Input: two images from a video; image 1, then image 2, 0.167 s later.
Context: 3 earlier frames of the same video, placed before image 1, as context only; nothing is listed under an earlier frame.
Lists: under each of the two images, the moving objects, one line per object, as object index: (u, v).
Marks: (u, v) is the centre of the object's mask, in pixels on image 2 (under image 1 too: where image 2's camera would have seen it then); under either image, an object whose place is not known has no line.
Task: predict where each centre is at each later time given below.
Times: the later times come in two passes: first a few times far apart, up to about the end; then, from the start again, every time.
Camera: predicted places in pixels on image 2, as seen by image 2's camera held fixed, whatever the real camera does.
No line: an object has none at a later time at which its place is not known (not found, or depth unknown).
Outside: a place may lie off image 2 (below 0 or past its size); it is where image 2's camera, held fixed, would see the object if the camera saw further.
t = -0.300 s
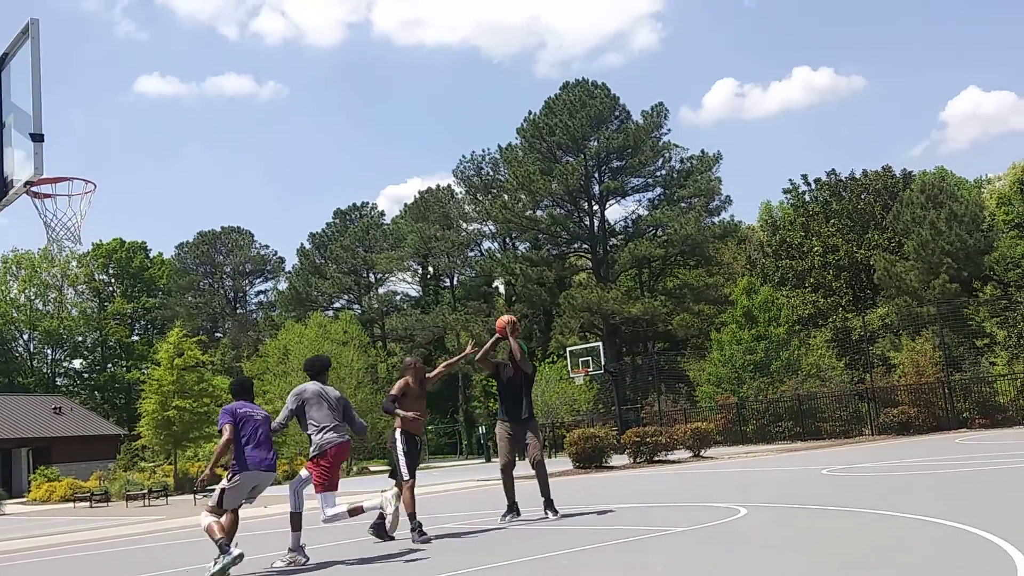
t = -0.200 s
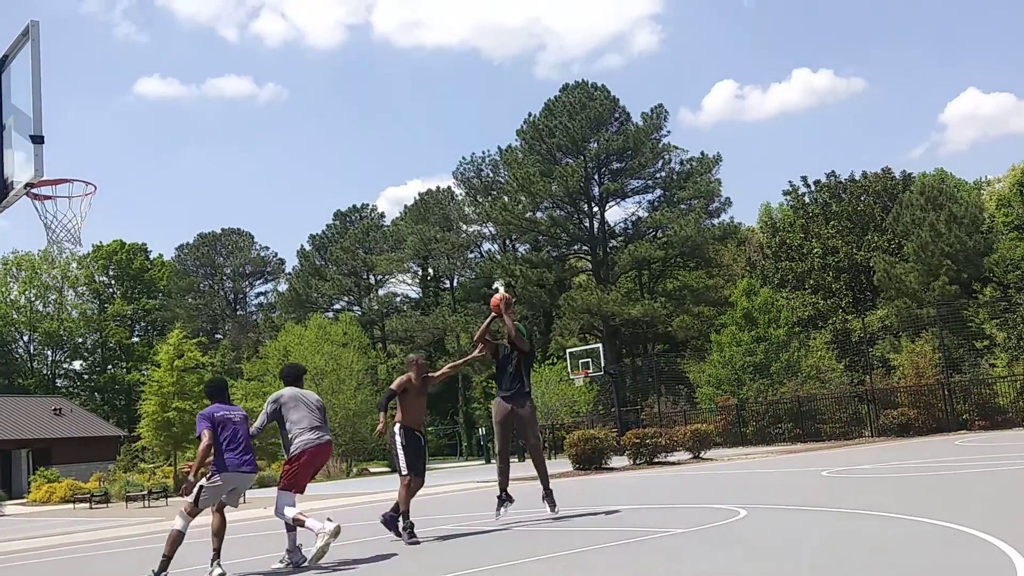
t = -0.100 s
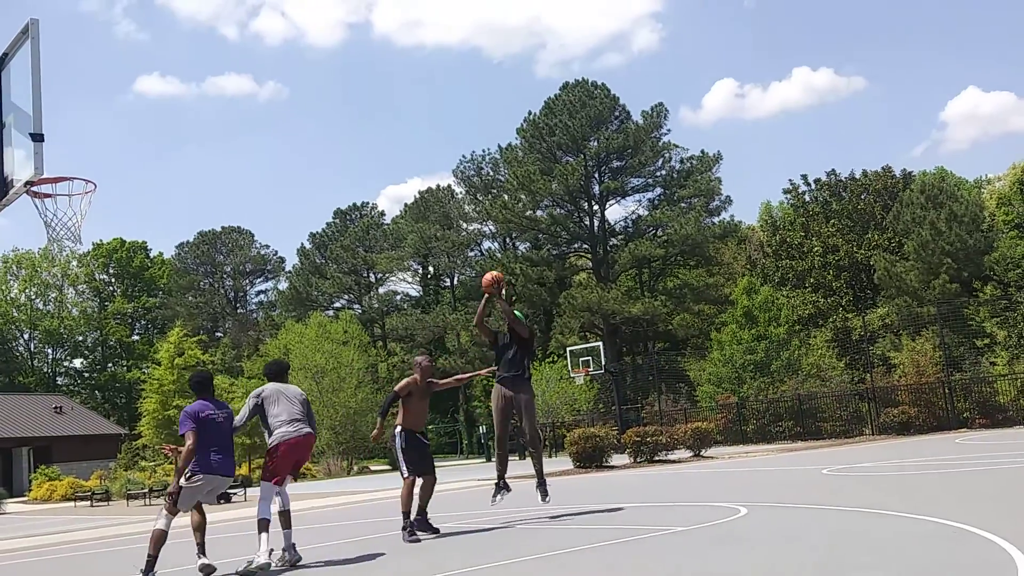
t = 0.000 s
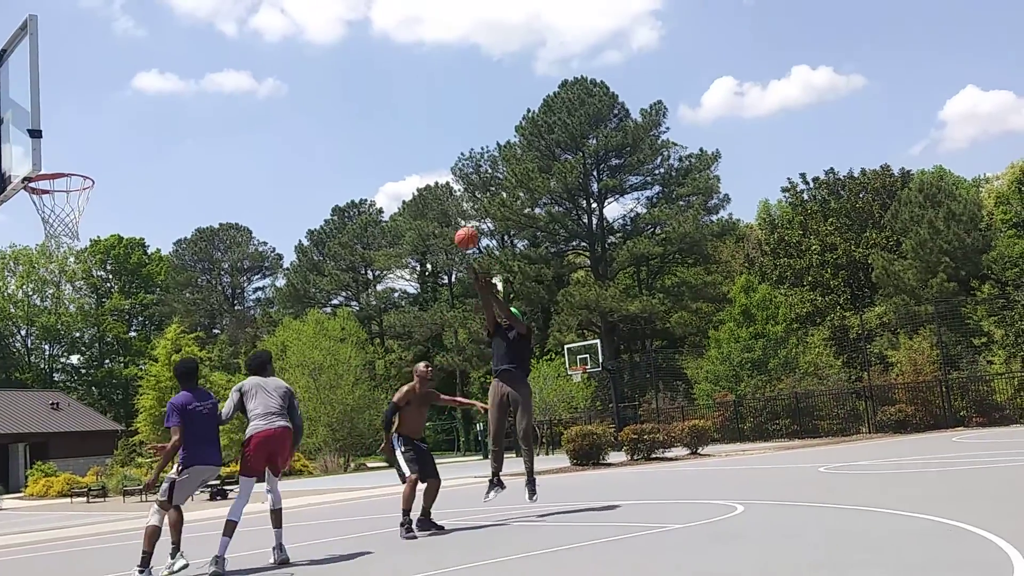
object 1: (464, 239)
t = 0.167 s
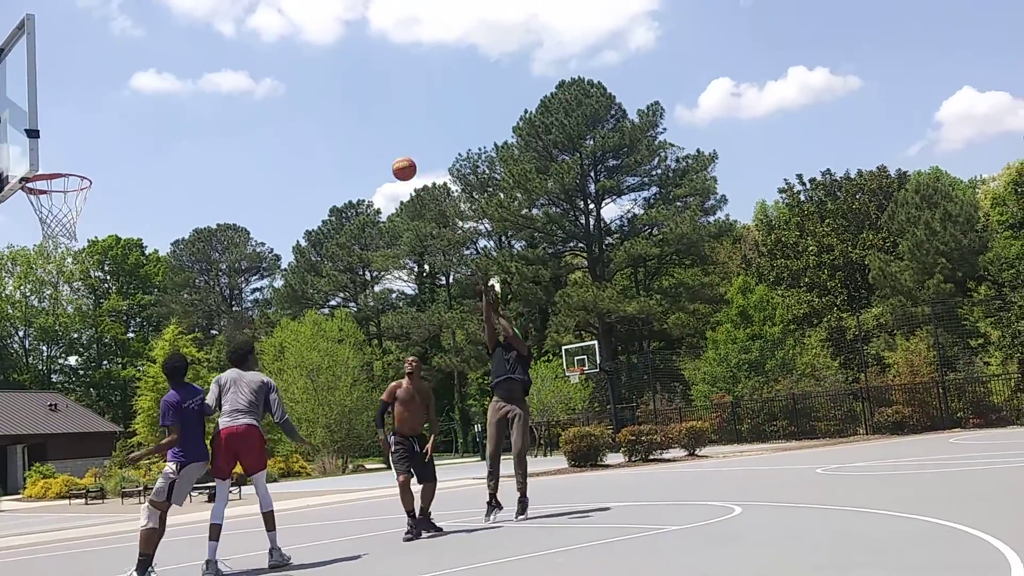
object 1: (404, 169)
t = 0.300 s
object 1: (353, 127)
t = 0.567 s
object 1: (246, 91)
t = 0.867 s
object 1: (111, 141)
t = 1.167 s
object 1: (73, 163)
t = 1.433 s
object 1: (137, 186)
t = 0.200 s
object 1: (390, 157)
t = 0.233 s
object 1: (377, 146)
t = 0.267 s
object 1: (366, 137)
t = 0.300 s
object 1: (353, 127)
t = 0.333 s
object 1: (342, 119)
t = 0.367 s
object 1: (326, 112)
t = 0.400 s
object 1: (313, 106)
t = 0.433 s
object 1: (300, 102)
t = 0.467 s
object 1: (287, 97)
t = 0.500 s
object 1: (275, 94)
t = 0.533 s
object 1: (260, 93)
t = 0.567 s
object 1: (246, 91)
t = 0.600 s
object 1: (234, 91)
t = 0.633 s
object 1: (220, 93)
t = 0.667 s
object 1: (206, 96)
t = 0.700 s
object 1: (191, 100)
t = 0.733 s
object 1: (178, 106)
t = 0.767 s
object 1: (164, 113)
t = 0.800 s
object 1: (146, 121)
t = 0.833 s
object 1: (128, 129)
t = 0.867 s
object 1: (111, 141)
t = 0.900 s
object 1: (95, 154)
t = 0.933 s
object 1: (76, 169)
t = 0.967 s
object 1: (62, 176)
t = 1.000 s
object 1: (52, 179)
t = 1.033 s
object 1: (44, 180)
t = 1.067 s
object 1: (51, 176)
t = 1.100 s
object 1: (57, 171)
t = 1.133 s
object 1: (63, 164)
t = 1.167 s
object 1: (73, 163)
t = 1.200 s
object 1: (81, 162)
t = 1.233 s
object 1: (86, 161)
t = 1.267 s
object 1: (94, 163)
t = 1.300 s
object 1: (102, 165)
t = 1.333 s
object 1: (114, 169)
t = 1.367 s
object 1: (125, 175)
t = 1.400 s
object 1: (130, 180)
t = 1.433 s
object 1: (137, 186)
